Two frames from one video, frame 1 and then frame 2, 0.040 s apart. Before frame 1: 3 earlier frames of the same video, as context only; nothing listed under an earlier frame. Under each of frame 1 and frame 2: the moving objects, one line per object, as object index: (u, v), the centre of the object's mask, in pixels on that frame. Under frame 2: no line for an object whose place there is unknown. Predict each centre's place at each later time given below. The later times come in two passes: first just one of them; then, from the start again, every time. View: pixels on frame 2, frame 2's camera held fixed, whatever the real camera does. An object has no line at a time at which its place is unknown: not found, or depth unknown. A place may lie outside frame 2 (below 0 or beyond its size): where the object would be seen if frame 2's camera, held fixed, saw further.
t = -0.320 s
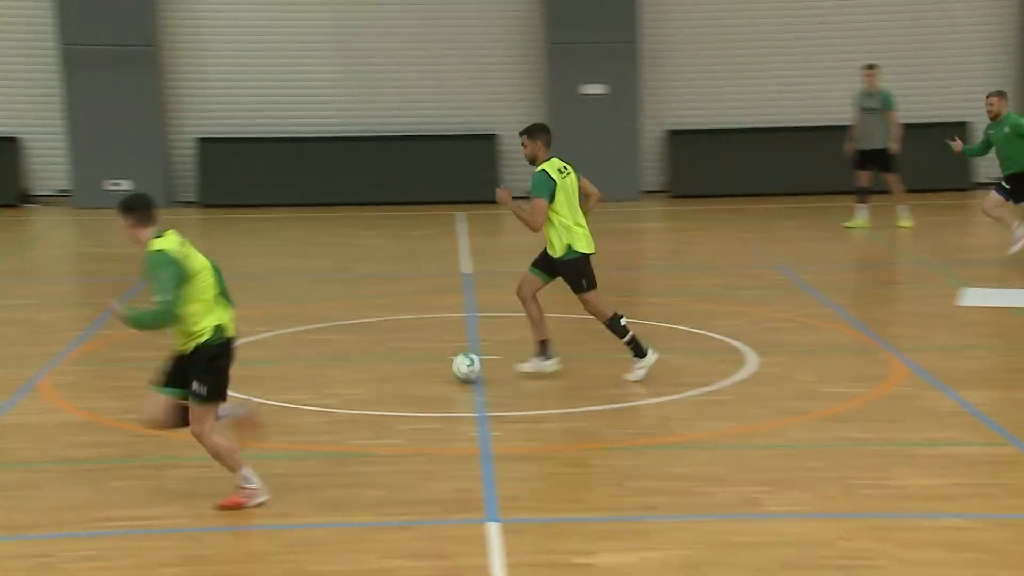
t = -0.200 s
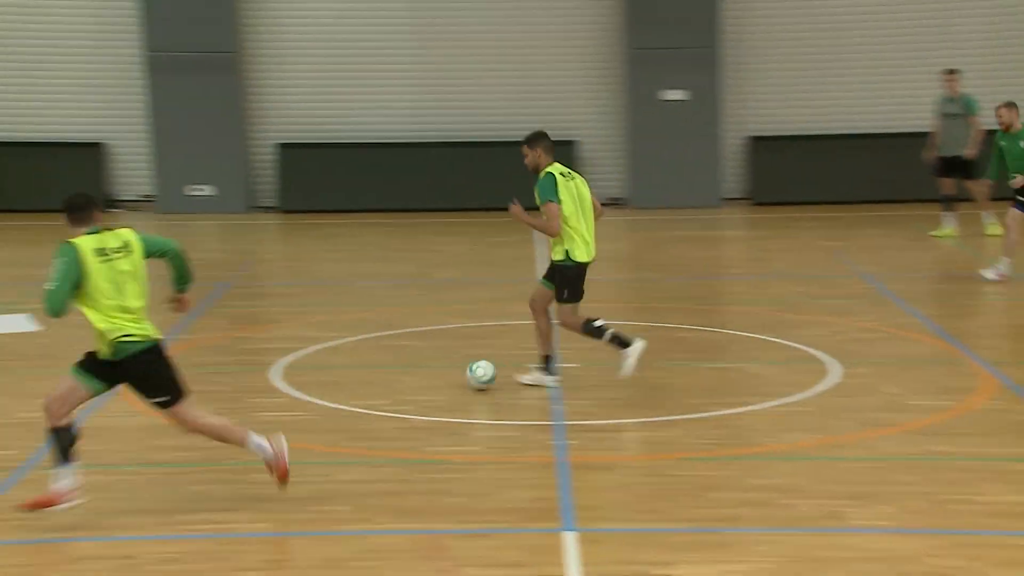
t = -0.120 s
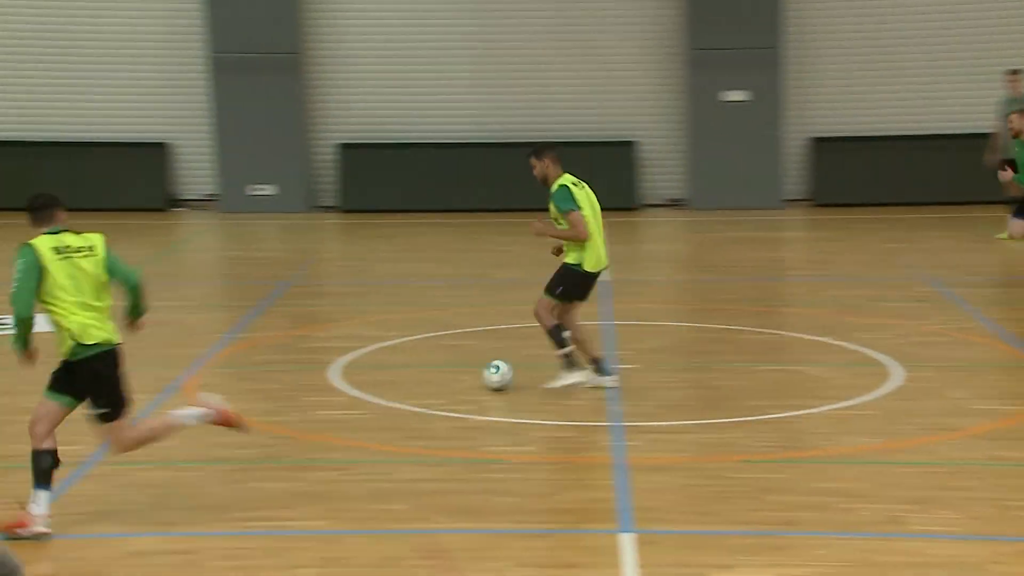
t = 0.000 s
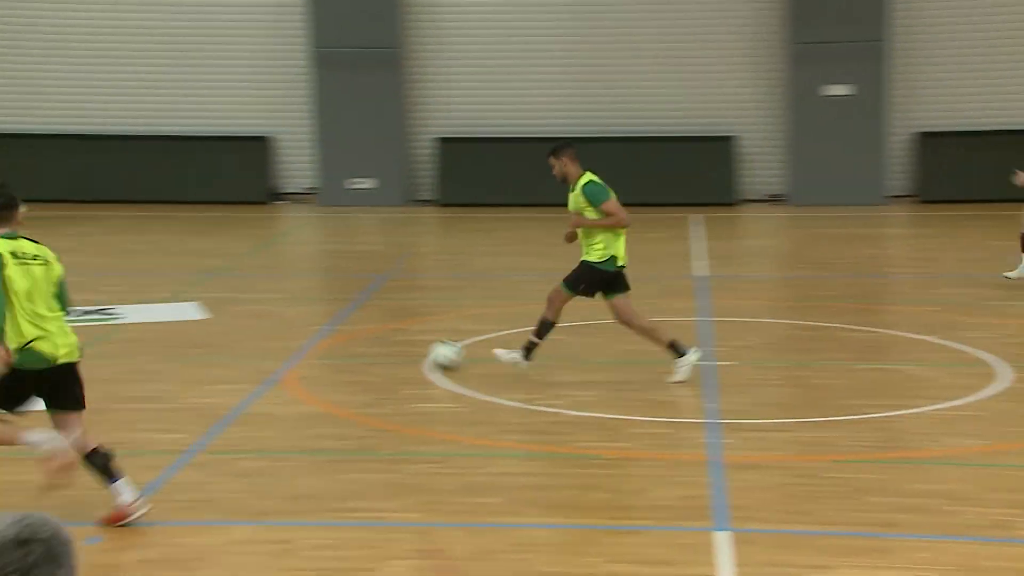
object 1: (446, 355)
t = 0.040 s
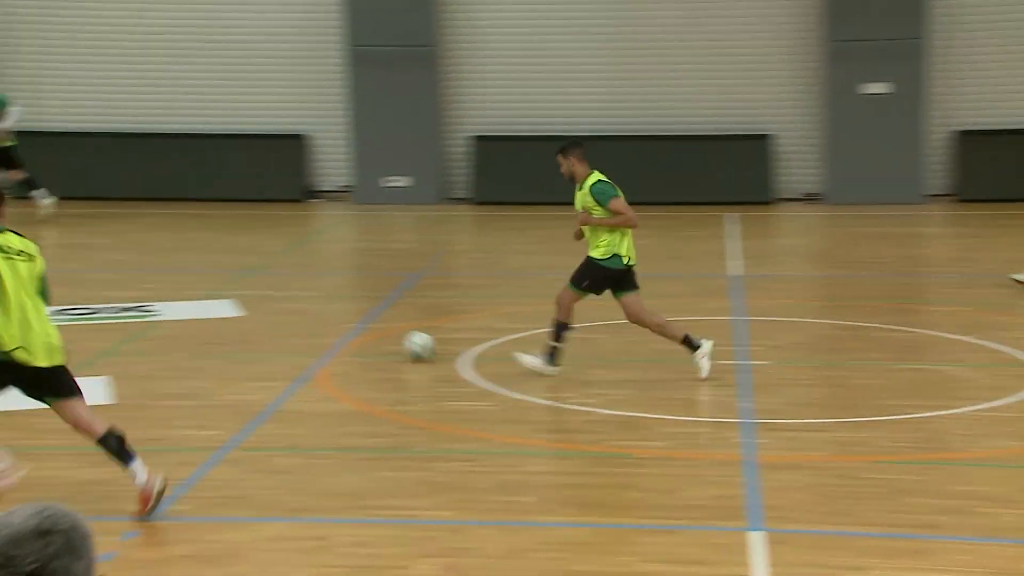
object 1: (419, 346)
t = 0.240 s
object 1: (161, 317)
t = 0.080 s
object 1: (362, 338)
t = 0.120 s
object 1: (307, 333)
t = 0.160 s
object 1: (255, 327)
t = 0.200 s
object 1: (206, 322)
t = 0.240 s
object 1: (161, 317)
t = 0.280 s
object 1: (116, 310)
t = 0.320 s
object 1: (73, 305)
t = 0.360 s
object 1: (33, 300)
